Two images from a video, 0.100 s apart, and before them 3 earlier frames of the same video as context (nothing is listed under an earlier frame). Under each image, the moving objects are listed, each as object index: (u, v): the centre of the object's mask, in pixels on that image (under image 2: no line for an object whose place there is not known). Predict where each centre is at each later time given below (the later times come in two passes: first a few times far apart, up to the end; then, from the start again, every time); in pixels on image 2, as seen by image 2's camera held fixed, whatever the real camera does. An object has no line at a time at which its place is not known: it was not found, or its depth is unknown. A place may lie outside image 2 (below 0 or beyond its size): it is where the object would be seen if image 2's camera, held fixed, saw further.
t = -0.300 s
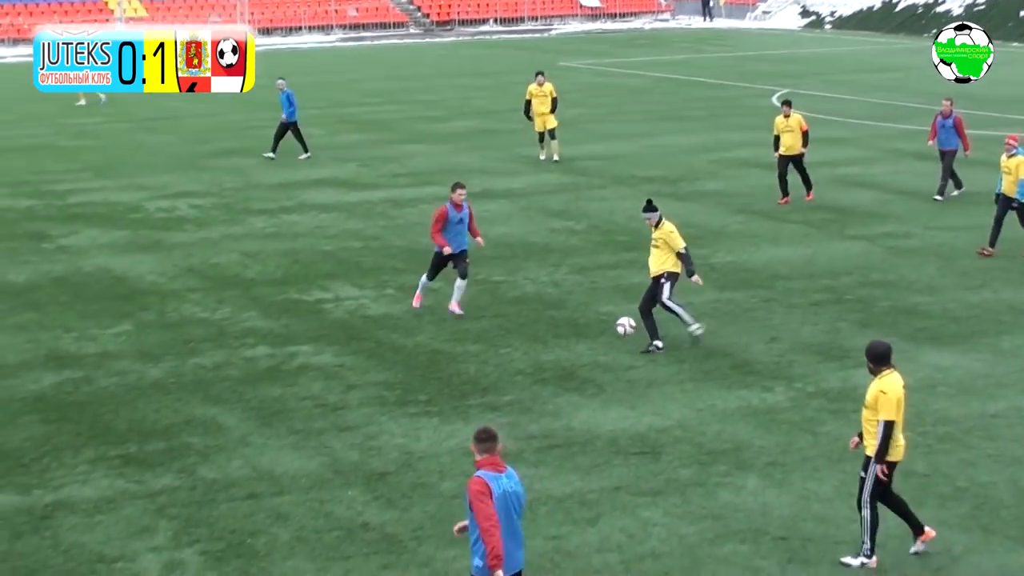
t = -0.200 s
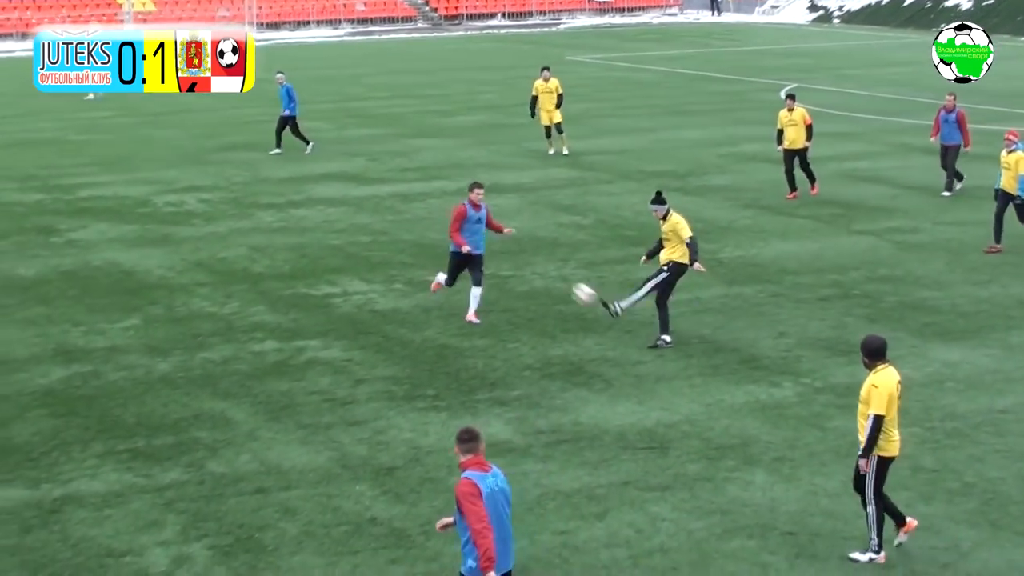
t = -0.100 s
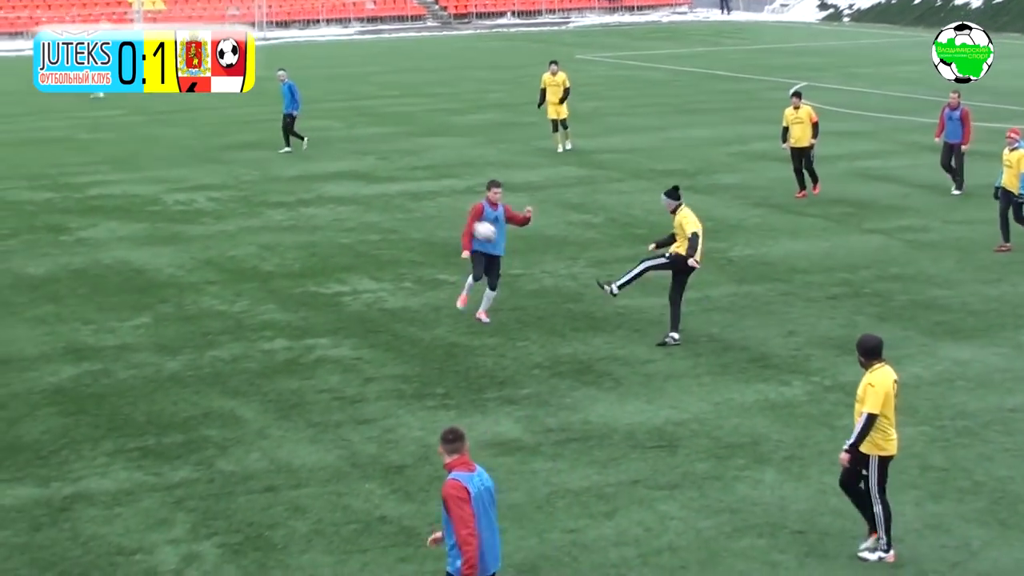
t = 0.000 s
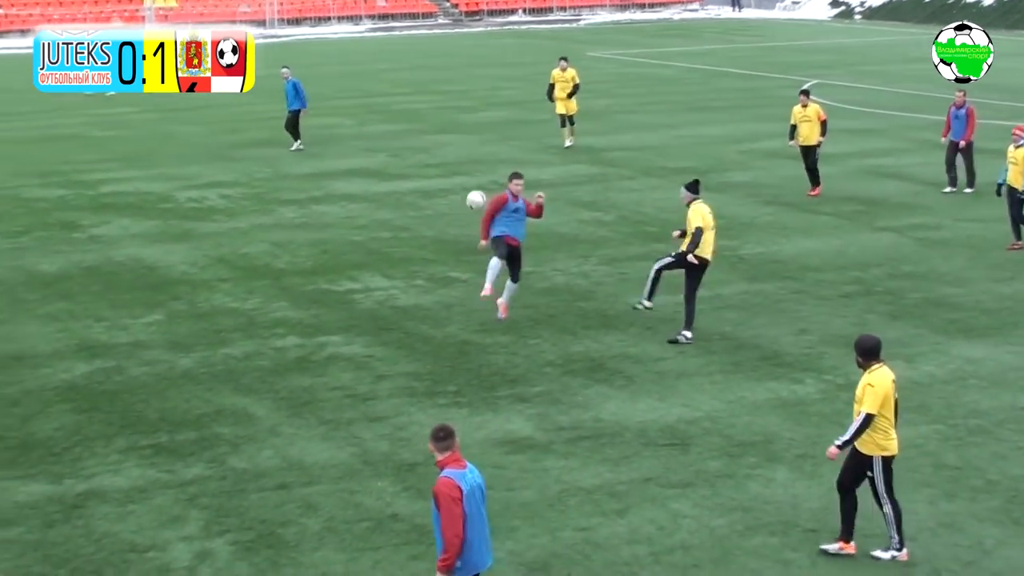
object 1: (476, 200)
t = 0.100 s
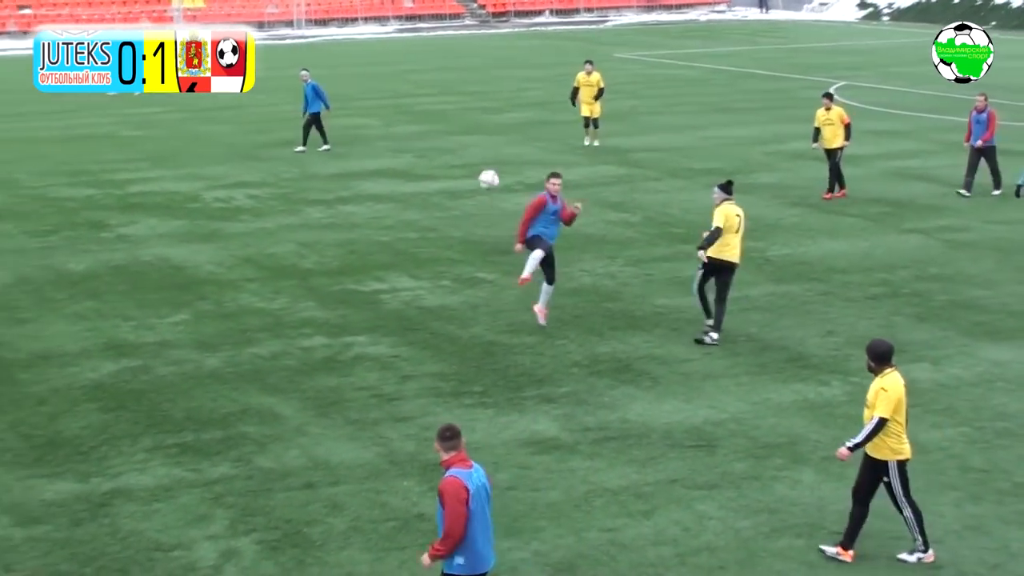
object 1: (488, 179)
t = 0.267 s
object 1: (464, 160)
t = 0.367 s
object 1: (448, 159)
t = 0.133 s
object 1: (484, 173)
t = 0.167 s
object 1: (479, 169)
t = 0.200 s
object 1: (474, 165)
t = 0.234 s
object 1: (469, 161)
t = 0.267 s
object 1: (464, 160)
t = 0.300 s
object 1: (459, 158)
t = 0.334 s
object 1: (454, 158)
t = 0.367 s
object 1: (448, 159)
